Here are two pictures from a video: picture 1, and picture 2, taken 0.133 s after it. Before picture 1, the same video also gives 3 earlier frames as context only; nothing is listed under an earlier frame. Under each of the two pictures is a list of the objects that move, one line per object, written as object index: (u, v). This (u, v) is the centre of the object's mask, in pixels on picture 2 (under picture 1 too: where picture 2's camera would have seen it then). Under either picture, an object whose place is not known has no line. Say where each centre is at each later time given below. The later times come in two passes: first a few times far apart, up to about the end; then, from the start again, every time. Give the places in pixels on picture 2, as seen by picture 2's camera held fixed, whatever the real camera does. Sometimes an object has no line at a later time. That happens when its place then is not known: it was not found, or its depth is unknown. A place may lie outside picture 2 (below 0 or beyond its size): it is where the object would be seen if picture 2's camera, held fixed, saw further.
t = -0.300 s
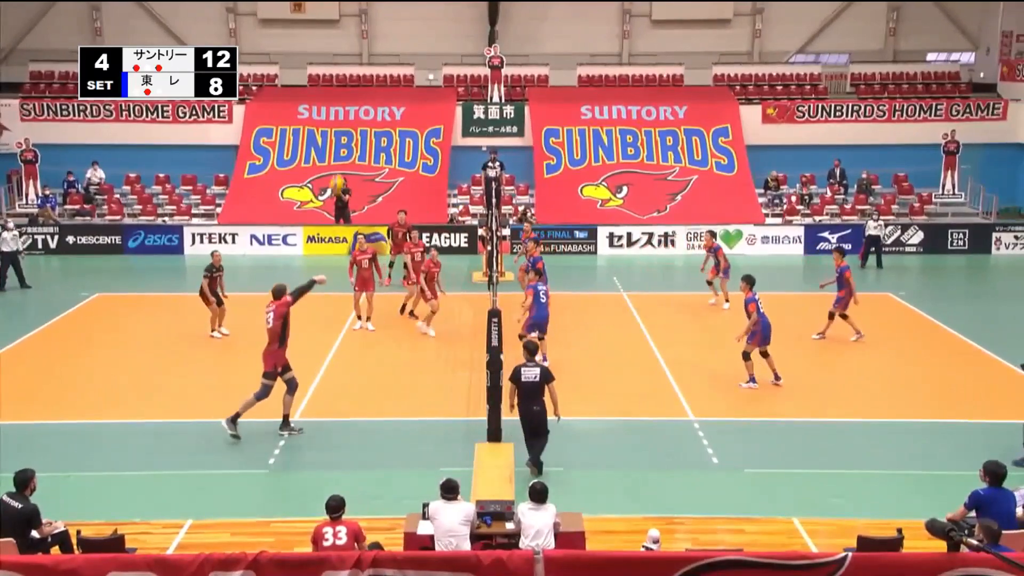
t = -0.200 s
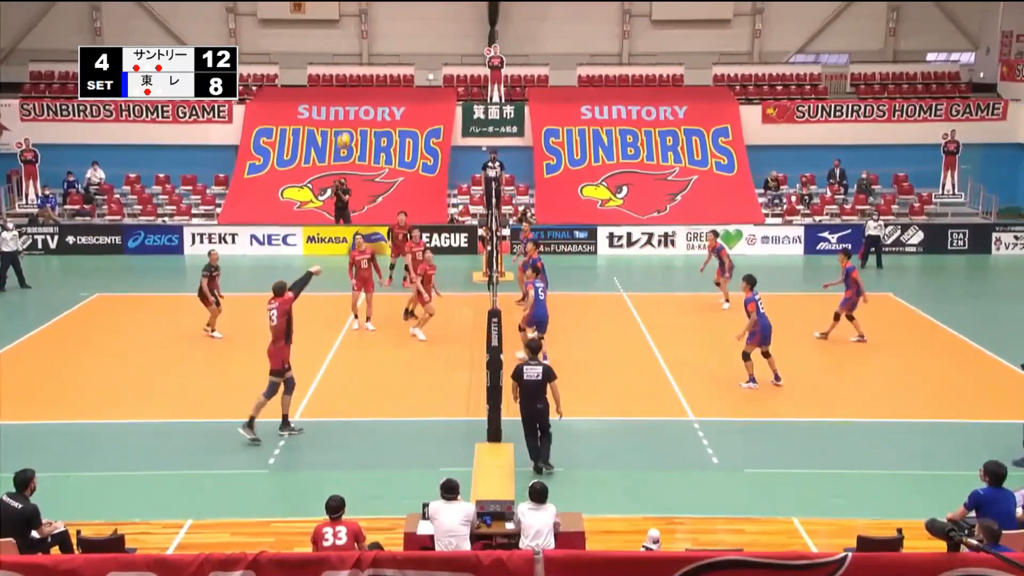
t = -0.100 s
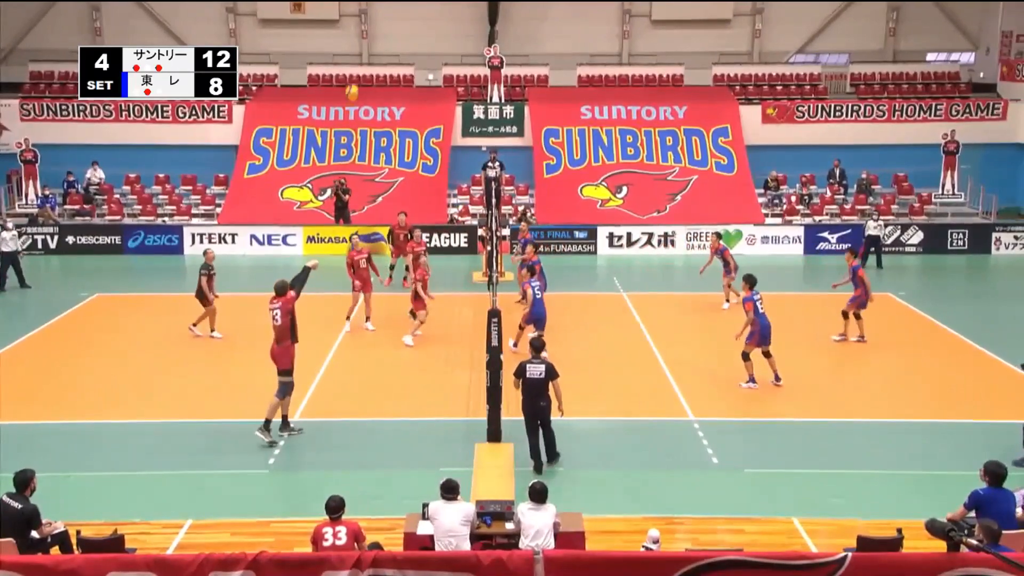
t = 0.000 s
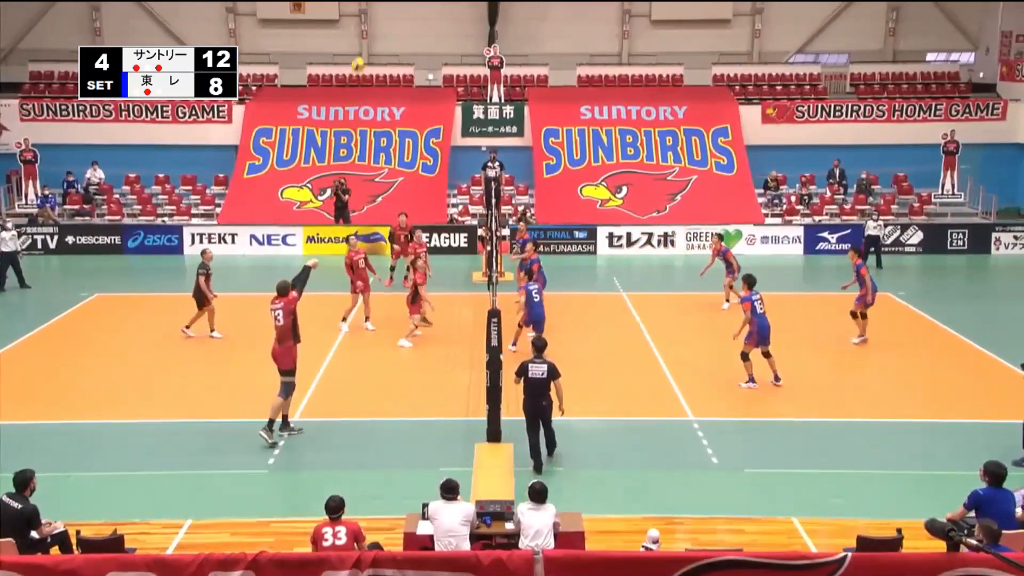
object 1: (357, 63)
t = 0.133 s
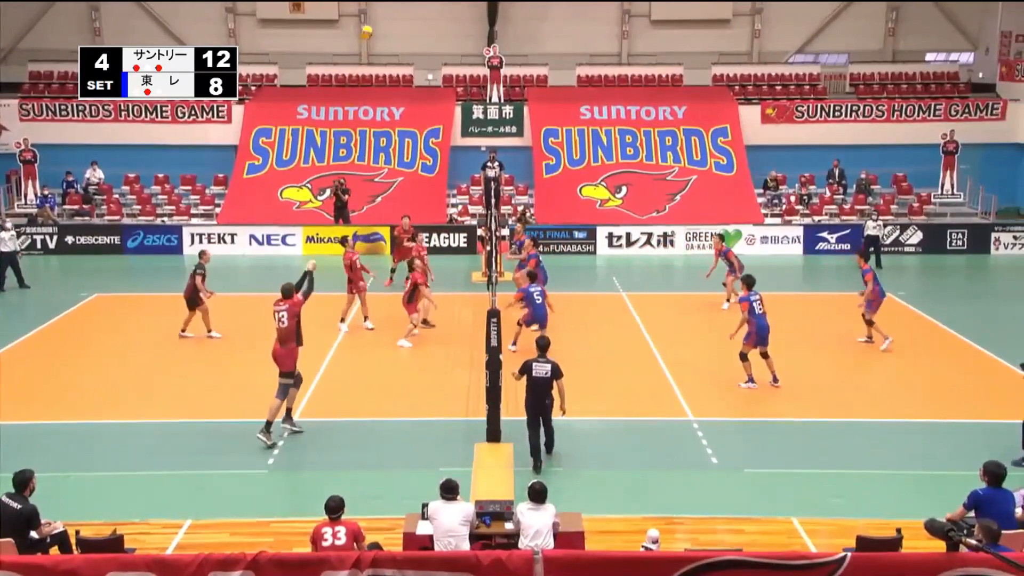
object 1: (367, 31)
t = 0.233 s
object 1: (374, 13)
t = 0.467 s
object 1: (387, 7)
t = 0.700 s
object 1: (400, 29)
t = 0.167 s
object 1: (370, 22)
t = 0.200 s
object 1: (371, 19)
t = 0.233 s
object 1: (374, 13)
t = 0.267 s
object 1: (375, 12)
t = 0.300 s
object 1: (378, 9)
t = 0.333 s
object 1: (379, 8)
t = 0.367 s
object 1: (382, 7)
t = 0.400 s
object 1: (383, 7)
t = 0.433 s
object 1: (385, 7)
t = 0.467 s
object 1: (387, 7)
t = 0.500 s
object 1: (389, 8)
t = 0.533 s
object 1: (390, 9)
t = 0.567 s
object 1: (394, 13)
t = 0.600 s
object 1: (395, 15)
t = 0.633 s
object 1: (397, 20)
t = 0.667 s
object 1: (398, 22)
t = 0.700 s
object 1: (400, 29)
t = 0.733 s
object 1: (401, 31)
